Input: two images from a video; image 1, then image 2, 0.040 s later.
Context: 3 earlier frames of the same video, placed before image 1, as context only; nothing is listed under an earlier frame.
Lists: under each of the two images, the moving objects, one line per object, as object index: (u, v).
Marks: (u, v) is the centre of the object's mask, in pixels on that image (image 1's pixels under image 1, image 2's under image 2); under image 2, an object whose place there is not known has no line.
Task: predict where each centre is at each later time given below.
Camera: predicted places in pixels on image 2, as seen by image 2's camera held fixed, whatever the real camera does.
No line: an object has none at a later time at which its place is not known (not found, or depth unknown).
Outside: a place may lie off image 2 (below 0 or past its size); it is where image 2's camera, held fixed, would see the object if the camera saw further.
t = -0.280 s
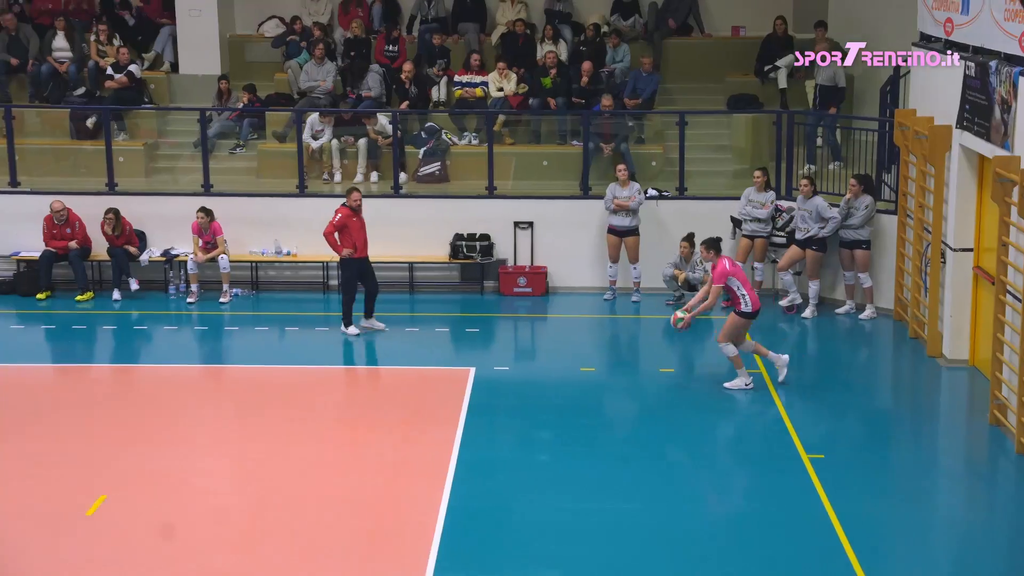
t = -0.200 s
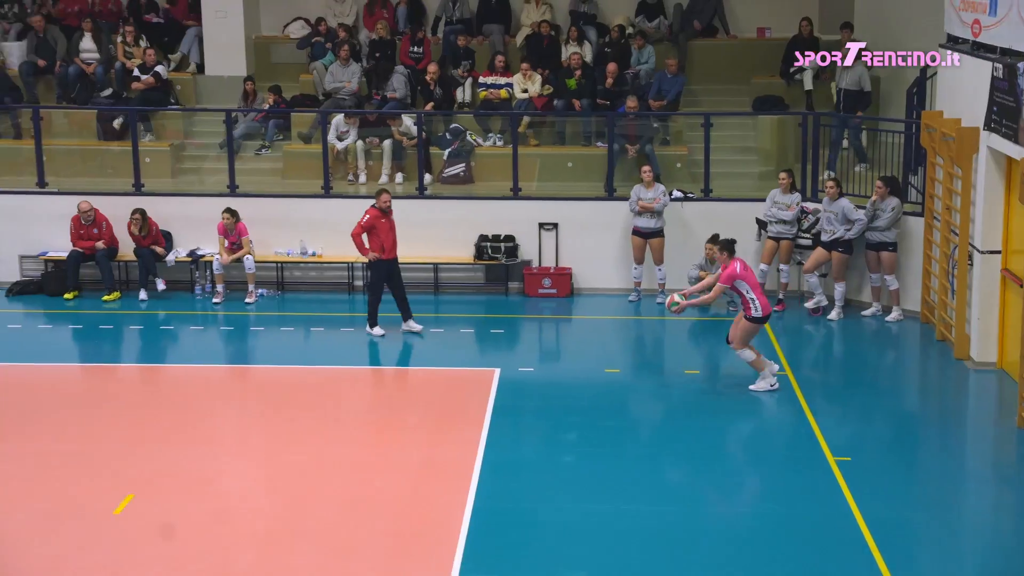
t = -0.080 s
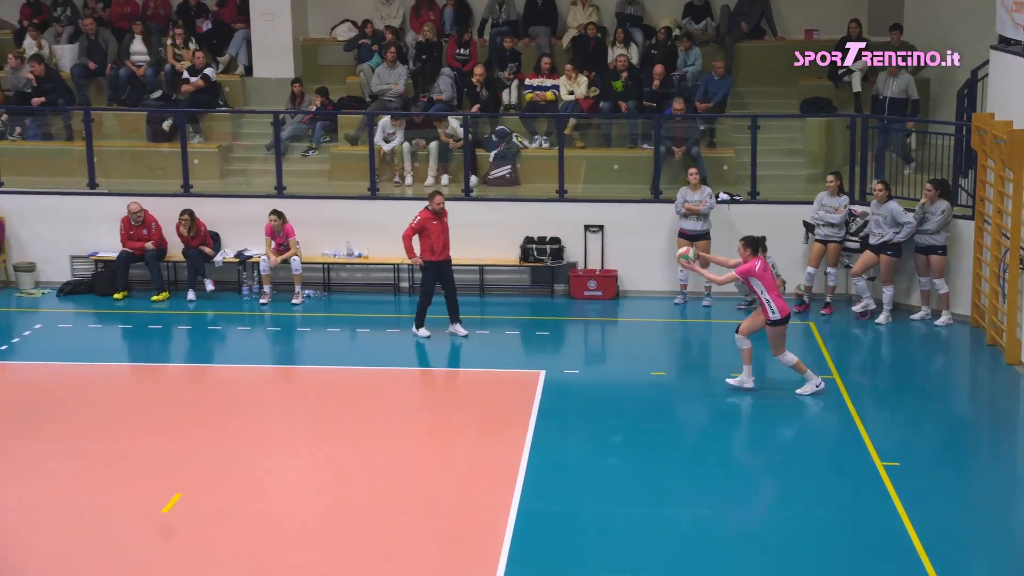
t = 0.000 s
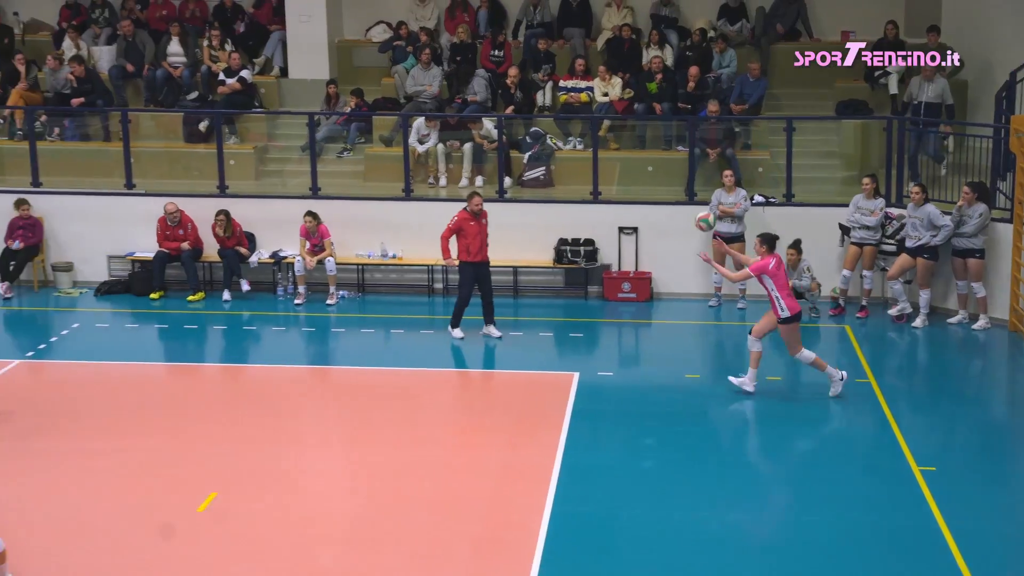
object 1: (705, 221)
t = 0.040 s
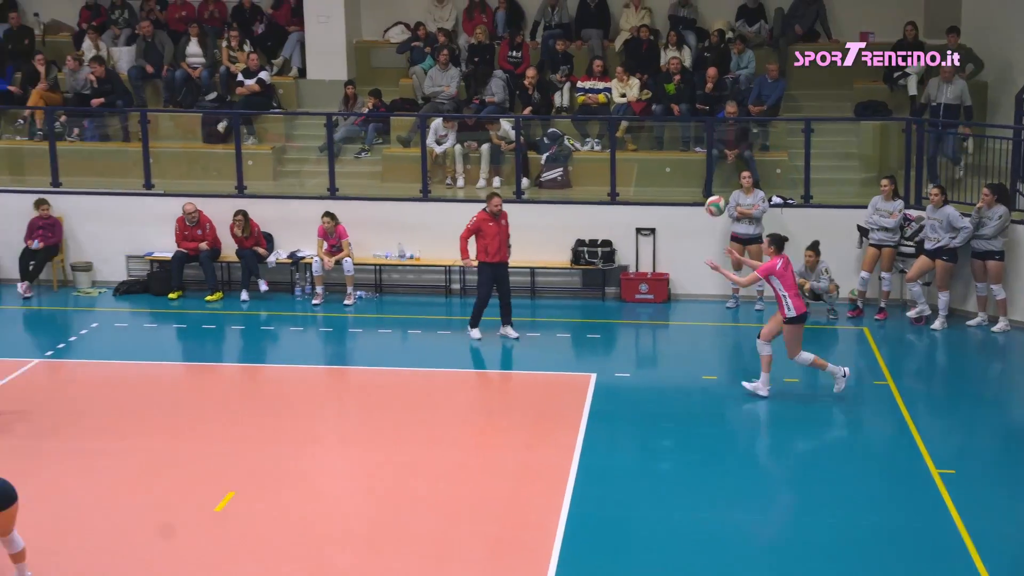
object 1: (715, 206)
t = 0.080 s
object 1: (708, 191)
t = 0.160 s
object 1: (693, 164)
